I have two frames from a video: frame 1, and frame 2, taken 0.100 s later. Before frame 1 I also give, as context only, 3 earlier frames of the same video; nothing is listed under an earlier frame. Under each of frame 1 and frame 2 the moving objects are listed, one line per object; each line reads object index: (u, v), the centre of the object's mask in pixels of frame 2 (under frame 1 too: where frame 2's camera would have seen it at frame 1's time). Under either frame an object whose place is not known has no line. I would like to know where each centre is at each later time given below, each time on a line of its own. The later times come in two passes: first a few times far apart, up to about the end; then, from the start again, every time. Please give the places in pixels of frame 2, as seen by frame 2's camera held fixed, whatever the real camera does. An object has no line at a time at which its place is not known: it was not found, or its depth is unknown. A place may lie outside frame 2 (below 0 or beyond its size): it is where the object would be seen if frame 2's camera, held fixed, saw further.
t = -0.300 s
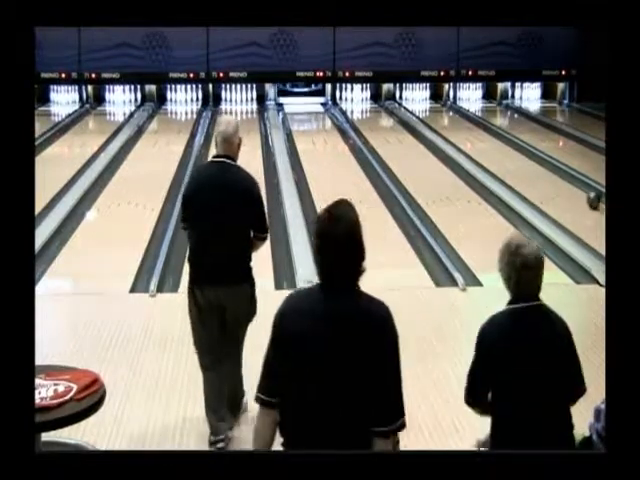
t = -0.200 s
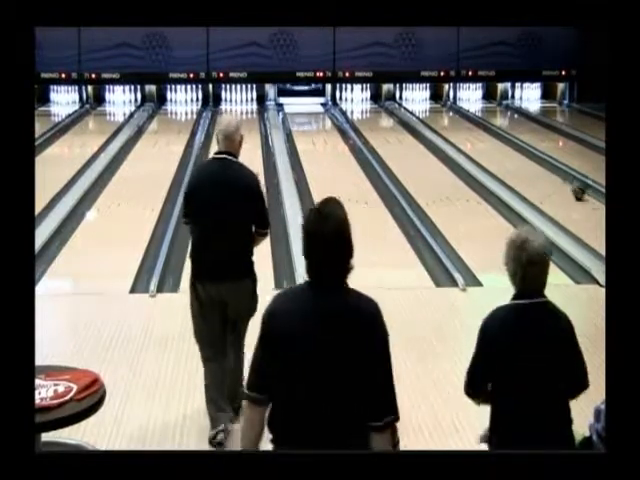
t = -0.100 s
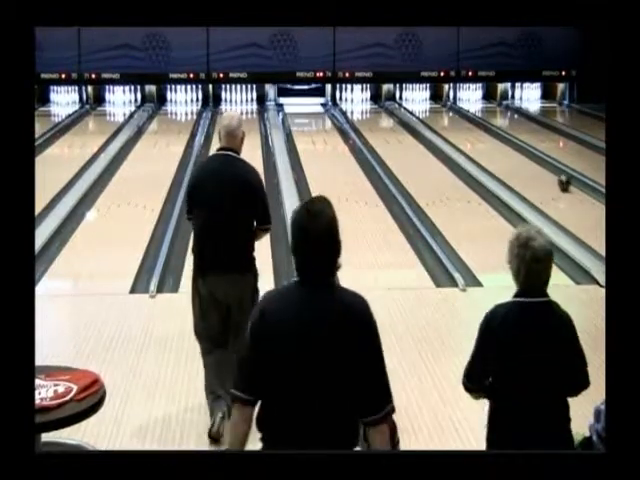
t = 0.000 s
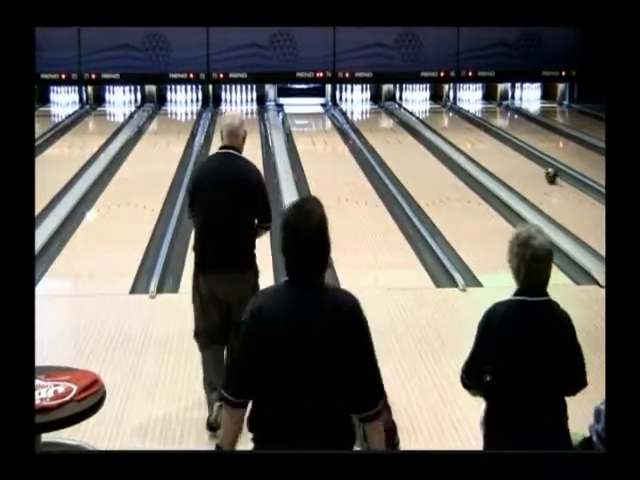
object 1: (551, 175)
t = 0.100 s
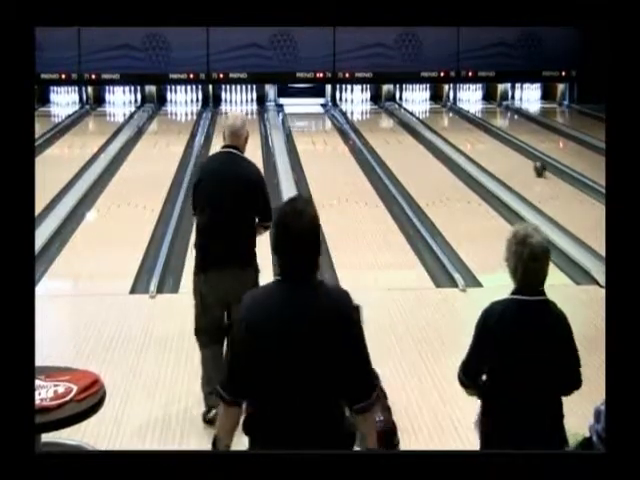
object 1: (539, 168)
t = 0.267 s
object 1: (521, 158)
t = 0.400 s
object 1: (508, 150)
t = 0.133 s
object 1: (535, 166)
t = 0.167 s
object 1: (532, 165)
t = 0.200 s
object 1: (528, 161)
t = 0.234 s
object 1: (524, 160)
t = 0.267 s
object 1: (521, 158)
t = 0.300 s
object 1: (517, 156)
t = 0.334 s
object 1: (514, 154)
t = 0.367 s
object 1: (511, 152)
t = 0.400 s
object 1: (508, 150)
